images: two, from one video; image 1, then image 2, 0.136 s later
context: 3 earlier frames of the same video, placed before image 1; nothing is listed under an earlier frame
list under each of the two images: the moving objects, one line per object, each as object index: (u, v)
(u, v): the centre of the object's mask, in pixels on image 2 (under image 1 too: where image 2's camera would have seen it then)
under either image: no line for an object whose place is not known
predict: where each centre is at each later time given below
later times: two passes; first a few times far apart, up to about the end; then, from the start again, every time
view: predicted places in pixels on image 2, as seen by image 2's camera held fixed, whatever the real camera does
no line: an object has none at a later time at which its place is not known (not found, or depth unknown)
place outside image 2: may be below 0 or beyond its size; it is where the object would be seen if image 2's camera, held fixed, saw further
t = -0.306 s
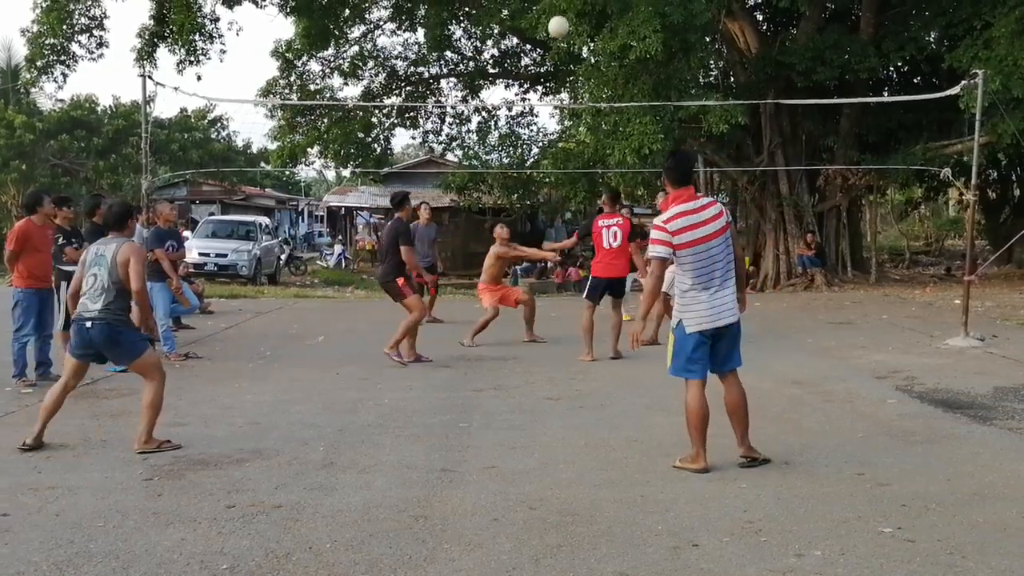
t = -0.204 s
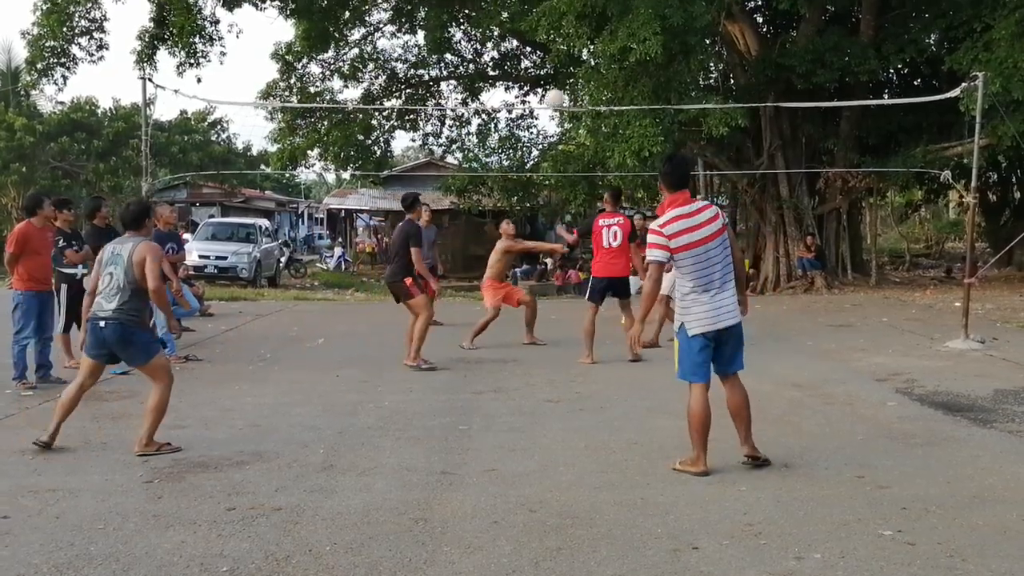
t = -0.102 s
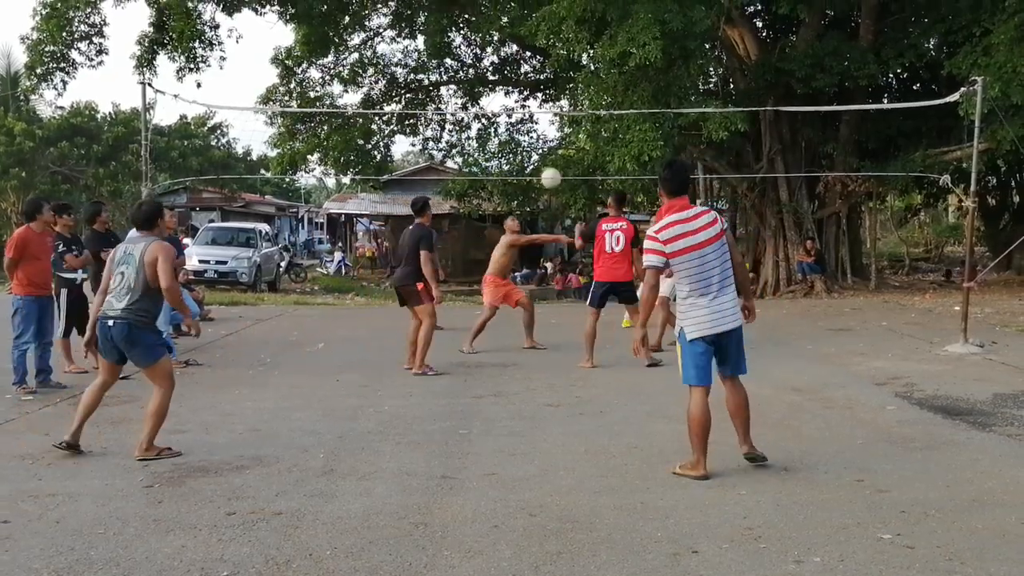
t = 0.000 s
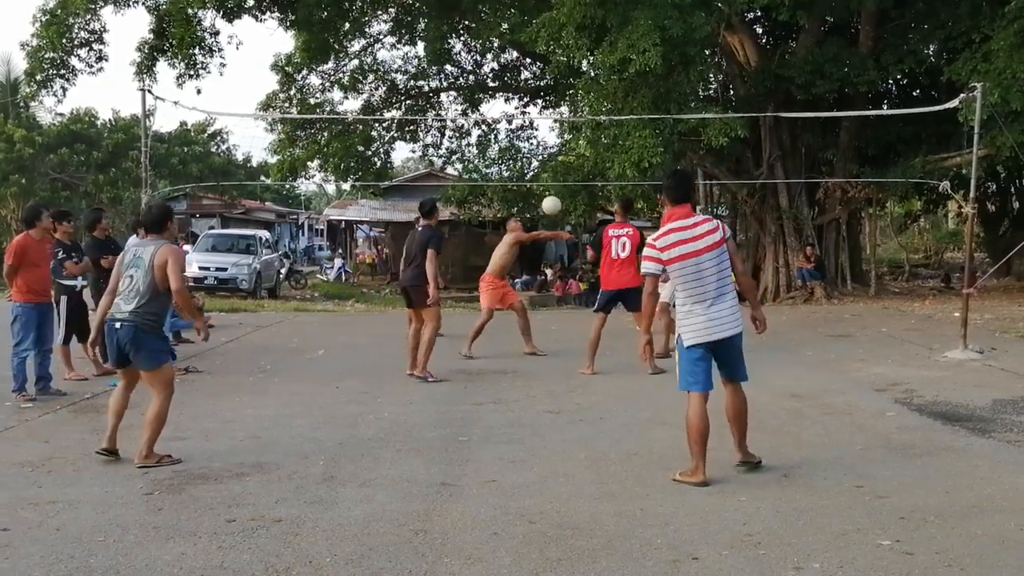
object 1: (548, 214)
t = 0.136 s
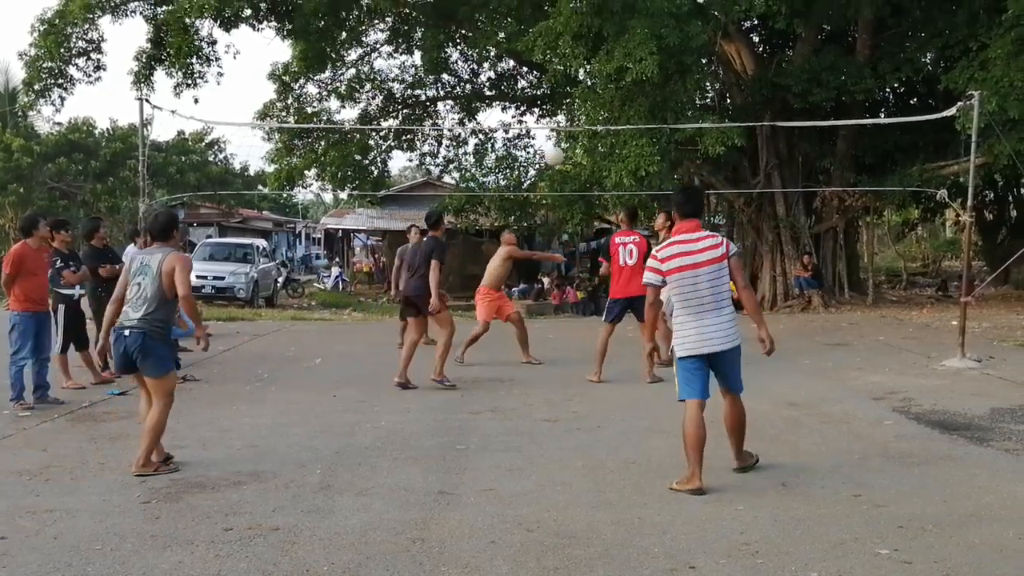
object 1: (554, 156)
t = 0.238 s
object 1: (558, 123)
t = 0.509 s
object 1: (570, 83)
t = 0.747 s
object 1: (581, 101)
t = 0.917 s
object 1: (589, 145)
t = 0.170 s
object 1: (555, 144)
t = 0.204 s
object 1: (558, 134)
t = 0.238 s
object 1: (558, 123)
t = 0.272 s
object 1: (560, 115)
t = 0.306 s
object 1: (561, 107)
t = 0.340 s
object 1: (563, 100)
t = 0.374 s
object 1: (564, 95)
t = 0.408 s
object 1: (566, 90)
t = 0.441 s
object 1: (568, 87)
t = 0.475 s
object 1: (569, 84)
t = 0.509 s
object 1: (570, 83)
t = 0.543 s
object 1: (572, 82)
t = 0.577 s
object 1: (573, 83)
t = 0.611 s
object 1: (574, 85)
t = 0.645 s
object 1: (577, 87)
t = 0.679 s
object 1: (578, 91)
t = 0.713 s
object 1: (580, 95)
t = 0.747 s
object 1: (581, 101)
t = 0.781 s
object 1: (583, 108)
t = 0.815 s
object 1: (584, 116)
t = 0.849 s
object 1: (585, 124)
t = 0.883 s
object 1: (587, 134)
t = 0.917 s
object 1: (589, 145)
